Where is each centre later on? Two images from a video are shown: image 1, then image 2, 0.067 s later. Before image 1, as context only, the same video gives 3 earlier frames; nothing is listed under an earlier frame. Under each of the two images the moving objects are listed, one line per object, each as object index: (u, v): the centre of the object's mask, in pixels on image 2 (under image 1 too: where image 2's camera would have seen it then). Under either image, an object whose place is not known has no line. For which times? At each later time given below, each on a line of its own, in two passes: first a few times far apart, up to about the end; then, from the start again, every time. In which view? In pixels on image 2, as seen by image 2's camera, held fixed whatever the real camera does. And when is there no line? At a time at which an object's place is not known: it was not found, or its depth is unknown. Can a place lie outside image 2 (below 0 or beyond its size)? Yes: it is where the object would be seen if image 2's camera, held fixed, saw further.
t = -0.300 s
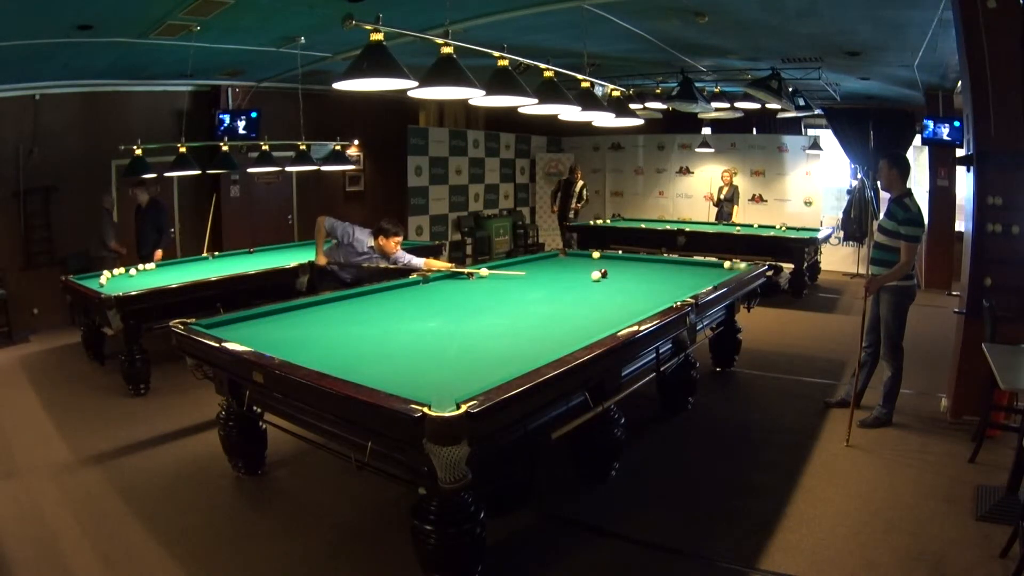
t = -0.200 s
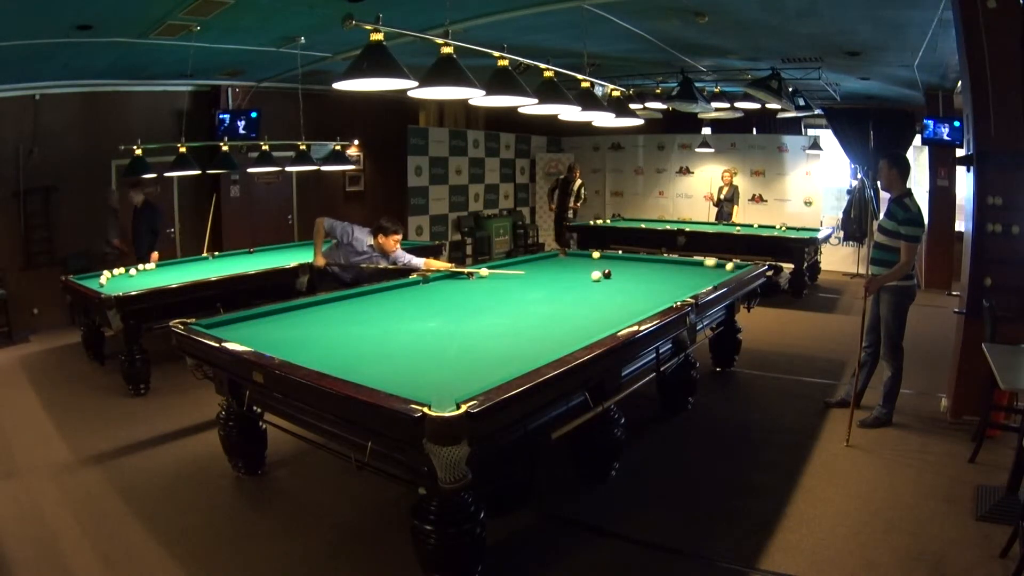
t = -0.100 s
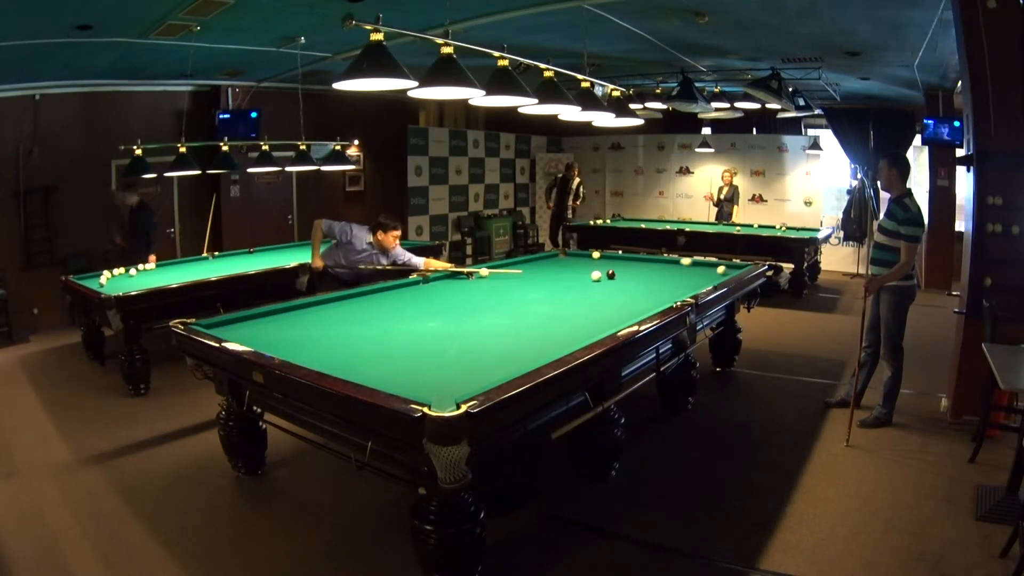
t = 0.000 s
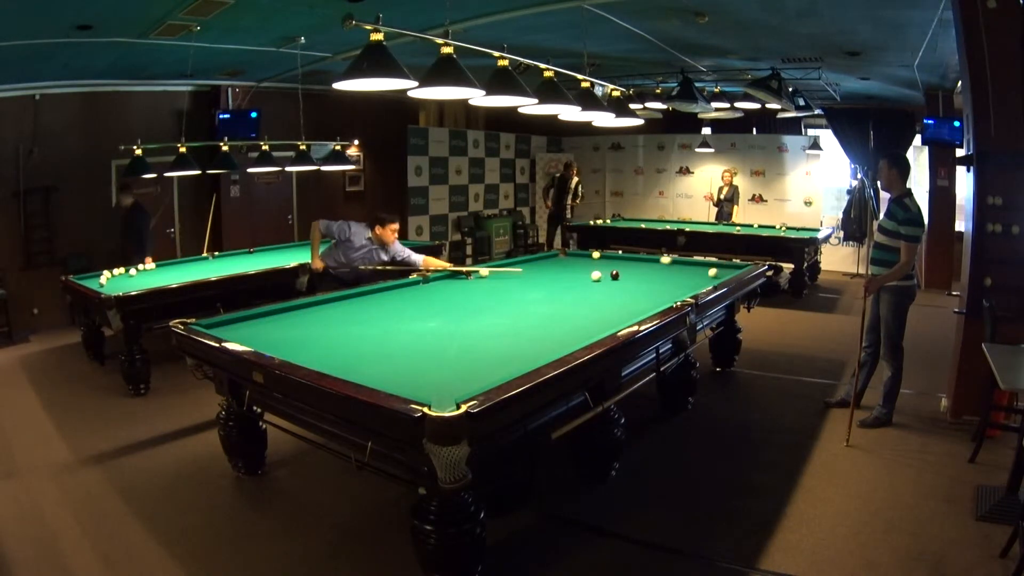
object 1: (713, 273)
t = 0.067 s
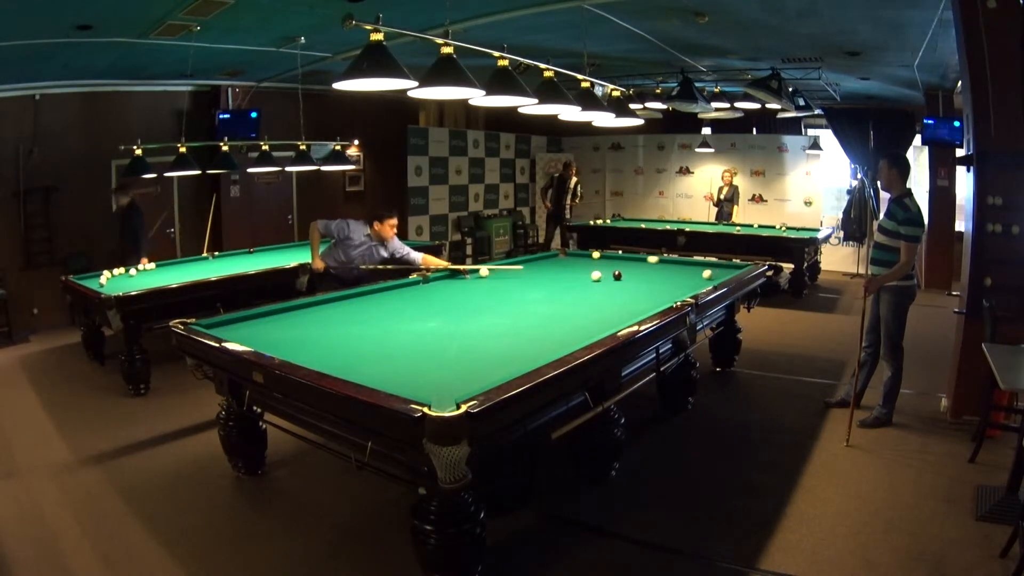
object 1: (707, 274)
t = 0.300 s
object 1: (686, 281)
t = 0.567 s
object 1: (658, 289)
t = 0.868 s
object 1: (620, 300)
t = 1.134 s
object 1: (580, 312)
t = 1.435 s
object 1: (526, 327)
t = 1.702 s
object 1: (467, 344)
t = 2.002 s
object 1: (388, 366)
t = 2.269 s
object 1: (387, 369)
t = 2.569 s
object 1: (440, 360)
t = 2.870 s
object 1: (486, 351)
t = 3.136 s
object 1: (524, 345)
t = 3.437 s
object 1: (563, 338)
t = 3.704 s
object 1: (592, 331)
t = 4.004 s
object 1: (608, 324)
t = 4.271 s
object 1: (614, 320)
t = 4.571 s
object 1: (620, 314)
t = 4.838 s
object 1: (624, 309)
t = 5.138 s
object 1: (628, 305)
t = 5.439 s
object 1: (632, 301)
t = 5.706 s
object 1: (634, 298)
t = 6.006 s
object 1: (637, 294)
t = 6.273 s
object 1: (639, 292)
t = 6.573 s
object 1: (641, 289)
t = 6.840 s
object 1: (643, 287)
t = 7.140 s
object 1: (645, 285)
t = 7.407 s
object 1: (646, 283)
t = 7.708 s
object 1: (647, 282)
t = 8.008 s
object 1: (649, 280)
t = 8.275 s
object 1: (650, 279)
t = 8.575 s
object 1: (651, 278)
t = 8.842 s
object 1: (652, 277)
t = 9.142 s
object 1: (652, 277)
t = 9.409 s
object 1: (653, 276)
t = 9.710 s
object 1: (653, 276)
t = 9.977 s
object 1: (653, 275)
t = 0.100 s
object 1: (705, 275)
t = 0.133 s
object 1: (702, 276)
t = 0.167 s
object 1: (698, 277)
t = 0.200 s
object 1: (696, 278)
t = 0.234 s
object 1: (693, 279)
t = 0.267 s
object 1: (689, 280)
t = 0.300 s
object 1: (686, 281)
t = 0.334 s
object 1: (683, 282)
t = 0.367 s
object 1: (680, 283)
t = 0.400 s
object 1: (676, 284)
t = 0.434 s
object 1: (673, 285)
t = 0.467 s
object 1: (669, 286)
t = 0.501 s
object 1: (666, 287)
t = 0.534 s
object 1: (662, 288)
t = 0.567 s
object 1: (658, 289)
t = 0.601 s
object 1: (655, 290)
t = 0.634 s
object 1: (650, 291)
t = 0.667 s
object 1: (646, 293)
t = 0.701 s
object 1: (642, 293)
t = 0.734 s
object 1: (638, 295)
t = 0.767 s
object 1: (634, 296)
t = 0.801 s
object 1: (629, 298)
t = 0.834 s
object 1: (625, 299)
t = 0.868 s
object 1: (620, 300)
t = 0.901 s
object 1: (616, 302)
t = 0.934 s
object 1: (611, 303)
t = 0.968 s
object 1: (606, 305)
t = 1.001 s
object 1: (601, 306)
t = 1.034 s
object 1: (596, 307)
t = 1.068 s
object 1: (591, 309)
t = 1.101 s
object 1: (586, 310)
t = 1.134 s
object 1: (580, 312)
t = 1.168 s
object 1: (575, 314)
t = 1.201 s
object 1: (569, 315)
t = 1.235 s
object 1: (563, 317)
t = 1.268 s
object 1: (557, 318)
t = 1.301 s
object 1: (551, 320)
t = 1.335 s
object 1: (545, 322)
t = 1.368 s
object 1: (538, 324)
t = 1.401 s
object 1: (532, 325)
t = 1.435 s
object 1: (526, 327)
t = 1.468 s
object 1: (519, 330)
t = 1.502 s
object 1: (512, 331)
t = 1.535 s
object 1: (504, 333)
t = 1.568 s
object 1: (497, 335)
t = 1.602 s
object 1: (490, 337)
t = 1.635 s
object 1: (482, 340)
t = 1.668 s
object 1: (475, 342)
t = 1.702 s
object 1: (467, 344)
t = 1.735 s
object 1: (458, 347)
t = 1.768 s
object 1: (450, 348)
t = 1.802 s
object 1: (442, 351)
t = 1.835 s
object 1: (433, 353)
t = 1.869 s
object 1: (424, 356)
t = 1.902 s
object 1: (415, 358)
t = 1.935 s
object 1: (406, 361)
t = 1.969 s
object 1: (397, 363)
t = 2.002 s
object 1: (388, 366)
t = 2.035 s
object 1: (378, 368)
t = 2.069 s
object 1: (368, 371)
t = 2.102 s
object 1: (358, 371)
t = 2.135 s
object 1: (356, 371)
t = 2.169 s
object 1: (364, 371)
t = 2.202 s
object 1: (372, 371)
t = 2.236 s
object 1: (380, 370)
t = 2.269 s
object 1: (387, 369)
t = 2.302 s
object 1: (393, 368)
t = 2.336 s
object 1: (399, 367)
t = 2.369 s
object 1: (405, 366)
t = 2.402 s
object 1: (411, 365)
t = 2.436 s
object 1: (417, 364)
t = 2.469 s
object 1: (422, 363)
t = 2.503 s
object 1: (428, 362)
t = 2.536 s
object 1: (434, 361)
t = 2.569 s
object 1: (440, 360)
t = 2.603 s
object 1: (445, 359)
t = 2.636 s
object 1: (450, 358)
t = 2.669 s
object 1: (456, 358)
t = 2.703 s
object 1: (461, 357)
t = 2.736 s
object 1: (466, 356)
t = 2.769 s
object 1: (471, 355)
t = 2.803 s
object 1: (477, 354)
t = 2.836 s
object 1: (481, 353)
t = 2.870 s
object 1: (486, 351)
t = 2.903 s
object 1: (491, 351)
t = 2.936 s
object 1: (496, 350)
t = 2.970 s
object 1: (501, 349)
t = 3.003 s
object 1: (506, 349)
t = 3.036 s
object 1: (511, 348)
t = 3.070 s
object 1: (515, 347)
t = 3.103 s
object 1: (520, 346)
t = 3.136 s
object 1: (524, 345)
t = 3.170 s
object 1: (529, 344)
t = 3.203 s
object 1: (533, 344)
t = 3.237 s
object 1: (538, 343)
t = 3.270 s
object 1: (542, 342)
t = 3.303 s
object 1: (546, 341)
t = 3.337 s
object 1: (550, 341)
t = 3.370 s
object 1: (555, 340)
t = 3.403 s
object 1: (559, 339)
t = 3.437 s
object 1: (563, 338)
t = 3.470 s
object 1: (566, 338)
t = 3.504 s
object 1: (570, 337)
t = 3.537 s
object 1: (574, 336)
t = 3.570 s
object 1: (578, 335)
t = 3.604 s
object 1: (582, 334)
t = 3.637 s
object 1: (585, 333)
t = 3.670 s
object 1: (589, 332)
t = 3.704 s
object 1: (592, 331)
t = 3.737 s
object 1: (596, 330)
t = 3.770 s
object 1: (599, 329)
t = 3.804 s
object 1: (602, 328)
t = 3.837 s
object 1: (604, 328)
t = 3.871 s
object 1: (605, 327)
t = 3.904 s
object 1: (606, 327)
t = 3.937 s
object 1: (607, 326)
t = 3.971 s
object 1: (607, 325)
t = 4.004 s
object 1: (608, 324)
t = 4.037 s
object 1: (609, 324)
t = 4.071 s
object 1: (610, 323)
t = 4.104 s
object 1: (611, 323)
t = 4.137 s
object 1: (611, 322)
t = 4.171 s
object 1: (612, 322)
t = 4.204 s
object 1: (613, 321)
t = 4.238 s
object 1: (613, 321)
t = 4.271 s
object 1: (614, 320)
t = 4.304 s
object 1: (615, 319)
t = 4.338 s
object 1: (616, 319)
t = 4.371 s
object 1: (616, 318)
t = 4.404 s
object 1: (617, 317)
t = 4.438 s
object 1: (617, 317)
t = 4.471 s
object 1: (618, 316)
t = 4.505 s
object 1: (619, 315)
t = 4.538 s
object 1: (619, 315)
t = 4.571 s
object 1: (620, 314)
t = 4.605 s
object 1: (620, 313)
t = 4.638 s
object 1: (621, 313)
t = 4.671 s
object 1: (622, 312)
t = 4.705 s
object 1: (622, 312)
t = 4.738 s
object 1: (622, 311)
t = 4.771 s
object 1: (623, 311)
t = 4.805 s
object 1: (623, 310)
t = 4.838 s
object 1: (624, 309)
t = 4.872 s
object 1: (624, 309)
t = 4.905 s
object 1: (625, 308)
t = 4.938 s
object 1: (625, 308)
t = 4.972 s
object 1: (626, 307)
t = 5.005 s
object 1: (626, 307)
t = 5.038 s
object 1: (627, 306)
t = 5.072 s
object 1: (627, 306)
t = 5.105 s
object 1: (628, 305)
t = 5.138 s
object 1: (628, 305)
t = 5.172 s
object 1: (628, 304)
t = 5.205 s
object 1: (629, 304)
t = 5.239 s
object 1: (629, 303)
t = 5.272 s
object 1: (630, 303)
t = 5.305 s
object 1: (630, 302)
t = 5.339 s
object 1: (630, 302)
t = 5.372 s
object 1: (631, 302)
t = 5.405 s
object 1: (631, 301)
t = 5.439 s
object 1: (632, 301)
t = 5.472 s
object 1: (632, 300)
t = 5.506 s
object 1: (632, 300)
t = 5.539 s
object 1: (633, 300)
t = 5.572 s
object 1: (633, 299)
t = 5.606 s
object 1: (633, 299)
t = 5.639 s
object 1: (634, 298)
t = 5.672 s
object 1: (634, 298)
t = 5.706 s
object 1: (634, 298)
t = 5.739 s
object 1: (635, 297)
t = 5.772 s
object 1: (635, 297)
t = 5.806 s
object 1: (635, 296)
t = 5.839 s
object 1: (636, 296)
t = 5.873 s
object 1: (636, 296)
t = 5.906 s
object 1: (636, 295)
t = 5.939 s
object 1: (637, 295)
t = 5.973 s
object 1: (637, 295)
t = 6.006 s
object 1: (637, 294)
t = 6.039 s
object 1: (637, 294)
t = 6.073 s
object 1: (638, 294)
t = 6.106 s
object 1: (638, 293)
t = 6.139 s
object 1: (638, 293)
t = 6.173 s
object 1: (638, 293)
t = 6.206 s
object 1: (639, 292)
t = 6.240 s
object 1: (639, 292)
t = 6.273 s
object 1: (639, 292)
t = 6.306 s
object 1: (639, 291)
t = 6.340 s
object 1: (640, 291)
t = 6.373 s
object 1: (640, 291)
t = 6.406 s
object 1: (640, 290)
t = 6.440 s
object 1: (641, 290)
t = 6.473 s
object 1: (641, 290)
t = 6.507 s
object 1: (641, 290)
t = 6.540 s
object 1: (641, 289)
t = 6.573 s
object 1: (641, 289)
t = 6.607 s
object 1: (641, 289)
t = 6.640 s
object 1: (642, 289)
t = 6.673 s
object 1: (642, 288)
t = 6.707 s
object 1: (642, 288)
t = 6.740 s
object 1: (642, 288)
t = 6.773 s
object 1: (642, 288)
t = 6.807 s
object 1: (643, 287)
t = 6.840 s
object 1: (643, 287)
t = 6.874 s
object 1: (643, 287)
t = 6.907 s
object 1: (643, 286)
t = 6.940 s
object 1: (643, 286)
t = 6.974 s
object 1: (644, 286)
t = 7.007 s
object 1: (644, 286)
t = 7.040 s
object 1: (644, 286)
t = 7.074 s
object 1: (644, 285)
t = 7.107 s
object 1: (645, 285)
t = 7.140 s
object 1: (645, 285)
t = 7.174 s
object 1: (645, 285)
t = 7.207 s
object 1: (645, 285)
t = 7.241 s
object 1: (645, 285)
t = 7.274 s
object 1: (646, 284)
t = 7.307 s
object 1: (646, 284)
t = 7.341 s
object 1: (646, 284)
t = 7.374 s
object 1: (646, 284)
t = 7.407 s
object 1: (646, 283)
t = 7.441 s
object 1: (646, 283)
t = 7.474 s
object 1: (646, 283)
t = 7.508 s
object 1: (647, 283)
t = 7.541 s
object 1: (647, 283)
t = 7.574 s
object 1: (647, 283)
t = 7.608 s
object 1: (647, 282)
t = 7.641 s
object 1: (647, 282)
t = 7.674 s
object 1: (647, 282)
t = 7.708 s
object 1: (647, 282)
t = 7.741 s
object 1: (648, 282)
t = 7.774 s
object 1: (648, 281)
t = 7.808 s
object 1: (648, 281)
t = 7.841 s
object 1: (648, 281)
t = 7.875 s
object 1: (648, 281)
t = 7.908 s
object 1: (648, 281)
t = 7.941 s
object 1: (649, 280)
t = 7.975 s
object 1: (649, 280)
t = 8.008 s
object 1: (649, 280)
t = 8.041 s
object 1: (649, 280)
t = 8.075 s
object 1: (649, 280)
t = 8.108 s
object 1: (649, 280)
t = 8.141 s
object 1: (649, 280)
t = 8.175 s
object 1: (650, 280)
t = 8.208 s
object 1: (650, 280)
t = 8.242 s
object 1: (650, 279)
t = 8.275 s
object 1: (650, 279)
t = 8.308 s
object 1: (650, 279)
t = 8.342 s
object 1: (650, 279)
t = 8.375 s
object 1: (650, 279)
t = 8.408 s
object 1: (650, 279)
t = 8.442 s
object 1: (650, 279)
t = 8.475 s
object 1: (651, 279)
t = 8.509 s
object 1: (651, 279)
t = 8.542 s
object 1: (651, 278)
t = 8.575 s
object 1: (651, 278)
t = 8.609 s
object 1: (651, 278)
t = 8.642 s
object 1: (651, 278)
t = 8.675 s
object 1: (651, 278)
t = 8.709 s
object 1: (651, 278)
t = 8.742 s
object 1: (651, 278)
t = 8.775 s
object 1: (651, 278)
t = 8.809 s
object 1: (651, 277)
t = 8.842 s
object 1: (652, 277)
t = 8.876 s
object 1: (652, 277)
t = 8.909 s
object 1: (652, 277)
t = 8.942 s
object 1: (652, 277)
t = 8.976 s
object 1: (652, 277)
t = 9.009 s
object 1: (652, 277)
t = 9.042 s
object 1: (652, 277)
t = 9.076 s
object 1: (652, 277)
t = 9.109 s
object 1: (652, 277)
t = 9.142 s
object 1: (652, 277)
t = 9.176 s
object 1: (652, 277)
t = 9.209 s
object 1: (652, 276)
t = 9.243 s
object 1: (652, 276)
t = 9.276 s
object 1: (652, 276)
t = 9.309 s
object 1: (653, 276)
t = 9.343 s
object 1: (653, 276)
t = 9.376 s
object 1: (653, 276)
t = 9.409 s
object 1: (653, 276)
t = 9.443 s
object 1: (653, 276)
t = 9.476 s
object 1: (653, 276)
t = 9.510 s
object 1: (653, 276)
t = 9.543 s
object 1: (653, 276)
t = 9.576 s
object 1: (653, 276)
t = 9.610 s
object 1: (653, 276)
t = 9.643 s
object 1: (653, 276)
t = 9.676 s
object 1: (653, 276)
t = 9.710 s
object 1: (653, 276)
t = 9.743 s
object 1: (653, 276)
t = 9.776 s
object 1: (653, 276)
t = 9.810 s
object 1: (653, 275)
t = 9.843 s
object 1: (653, 275)
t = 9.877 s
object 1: (653, 275)
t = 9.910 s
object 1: (653, 275)
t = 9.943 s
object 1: (653, 275)
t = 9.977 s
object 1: (653, 275)
